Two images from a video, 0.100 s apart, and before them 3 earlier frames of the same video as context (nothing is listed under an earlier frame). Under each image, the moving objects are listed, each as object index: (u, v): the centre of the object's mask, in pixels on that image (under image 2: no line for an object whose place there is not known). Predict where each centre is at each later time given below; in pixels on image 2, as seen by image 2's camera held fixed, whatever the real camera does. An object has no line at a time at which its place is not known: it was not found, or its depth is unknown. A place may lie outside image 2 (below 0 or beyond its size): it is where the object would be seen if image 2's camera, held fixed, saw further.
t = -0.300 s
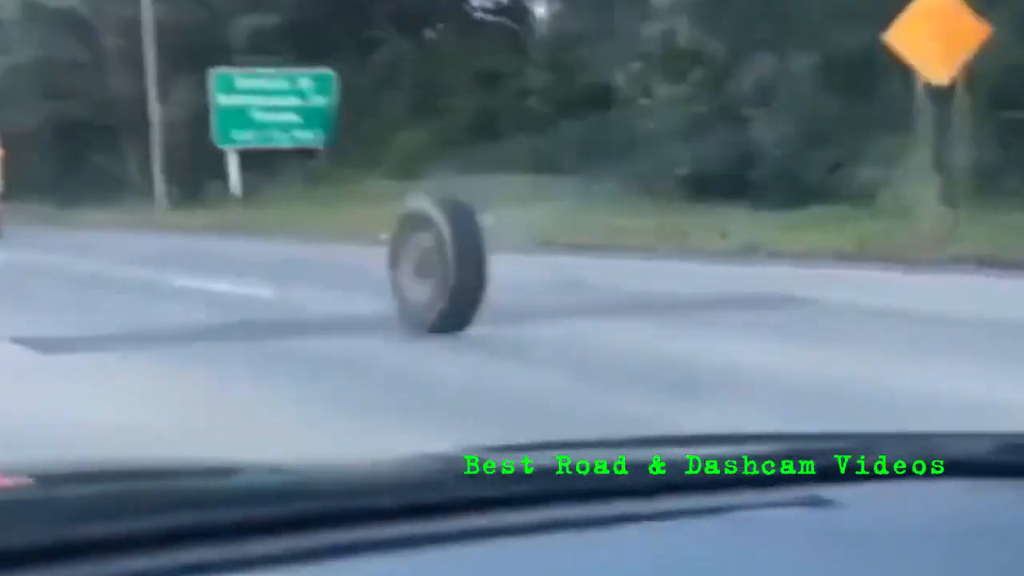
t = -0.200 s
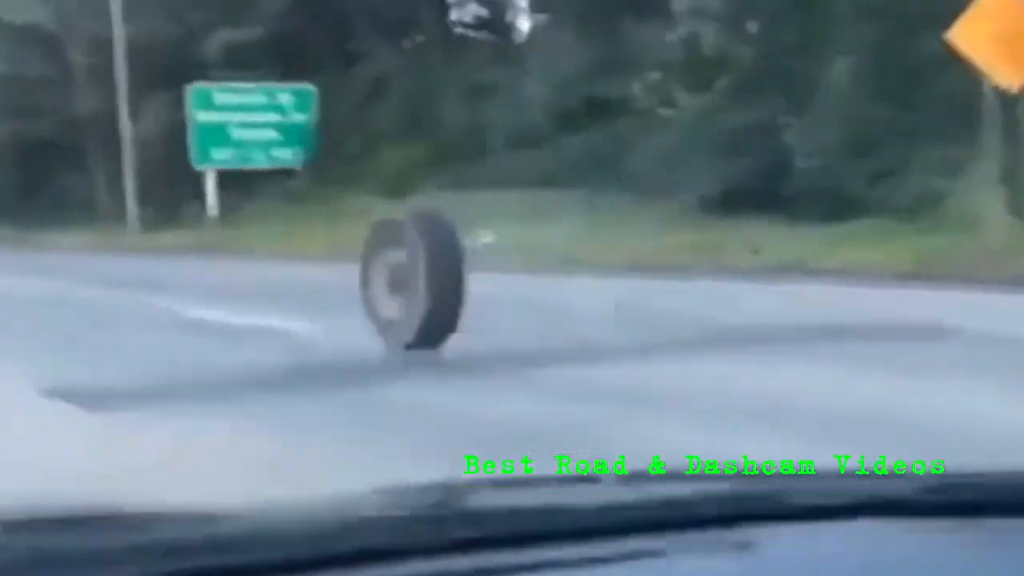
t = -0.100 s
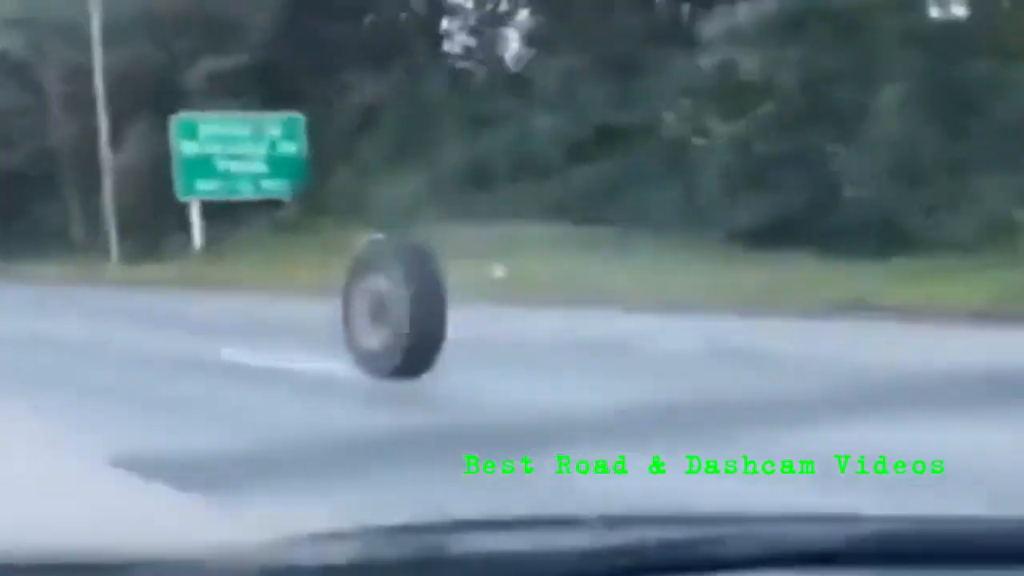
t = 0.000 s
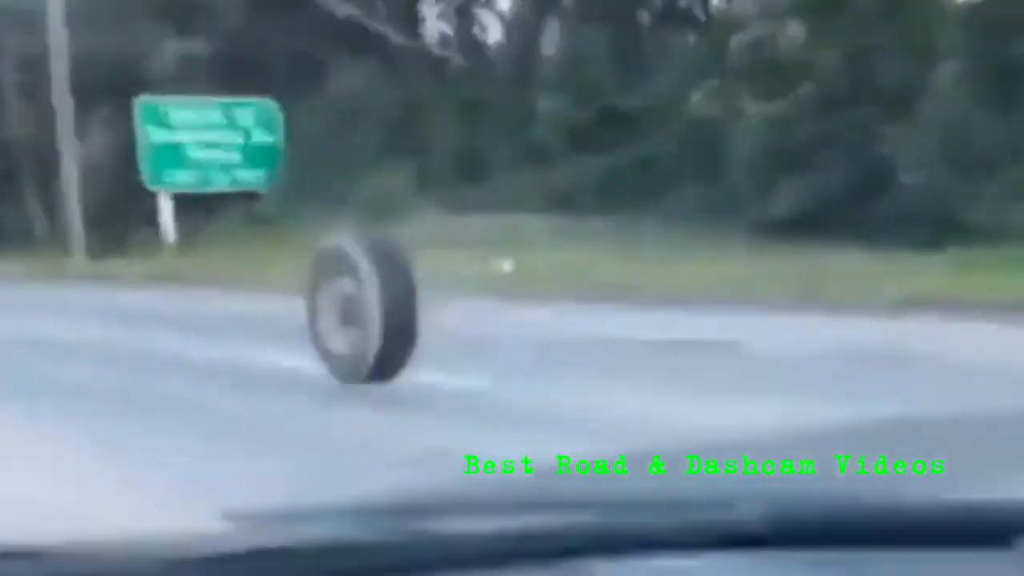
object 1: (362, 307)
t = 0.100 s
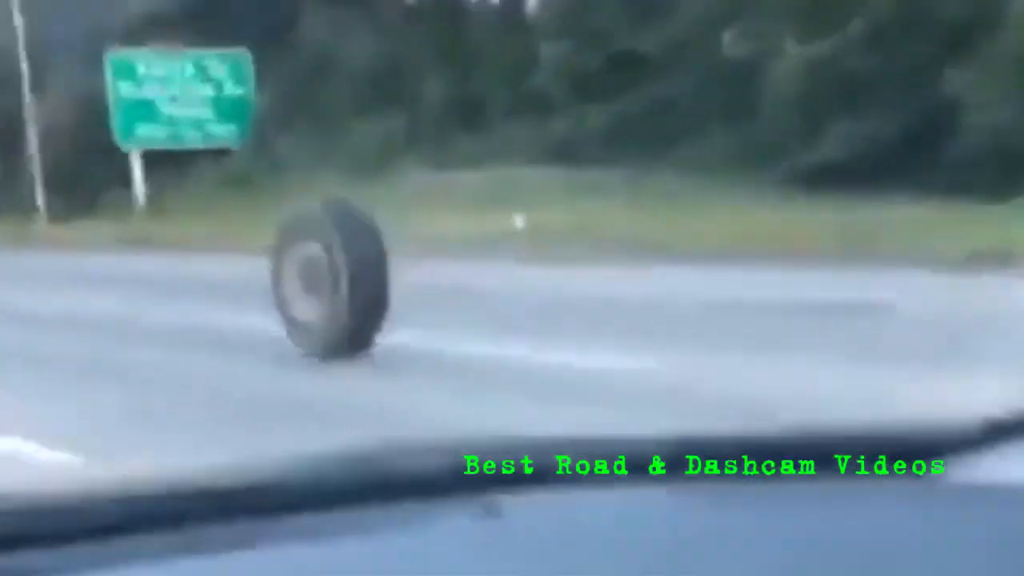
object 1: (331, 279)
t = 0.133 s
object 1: (329, 271)
